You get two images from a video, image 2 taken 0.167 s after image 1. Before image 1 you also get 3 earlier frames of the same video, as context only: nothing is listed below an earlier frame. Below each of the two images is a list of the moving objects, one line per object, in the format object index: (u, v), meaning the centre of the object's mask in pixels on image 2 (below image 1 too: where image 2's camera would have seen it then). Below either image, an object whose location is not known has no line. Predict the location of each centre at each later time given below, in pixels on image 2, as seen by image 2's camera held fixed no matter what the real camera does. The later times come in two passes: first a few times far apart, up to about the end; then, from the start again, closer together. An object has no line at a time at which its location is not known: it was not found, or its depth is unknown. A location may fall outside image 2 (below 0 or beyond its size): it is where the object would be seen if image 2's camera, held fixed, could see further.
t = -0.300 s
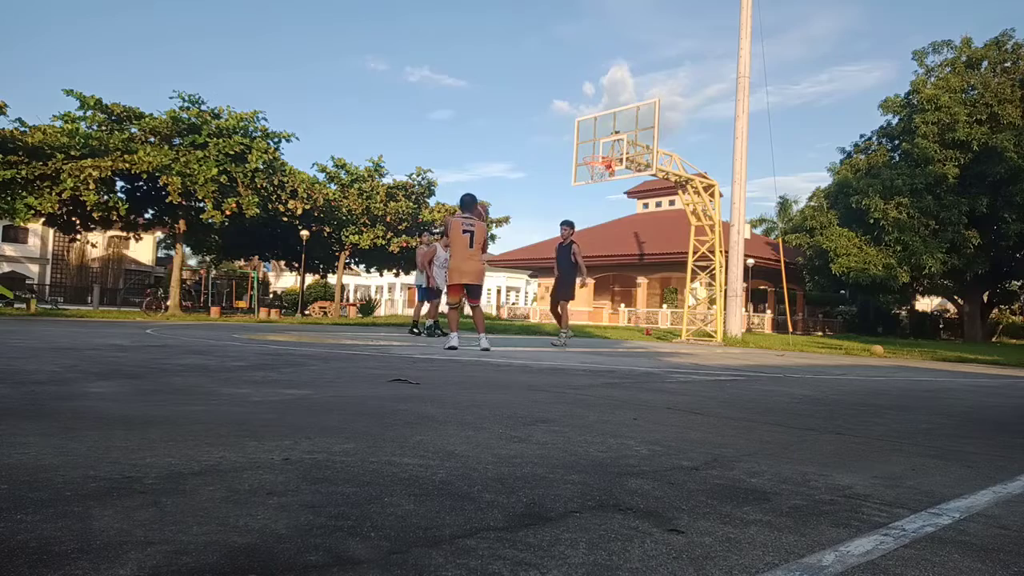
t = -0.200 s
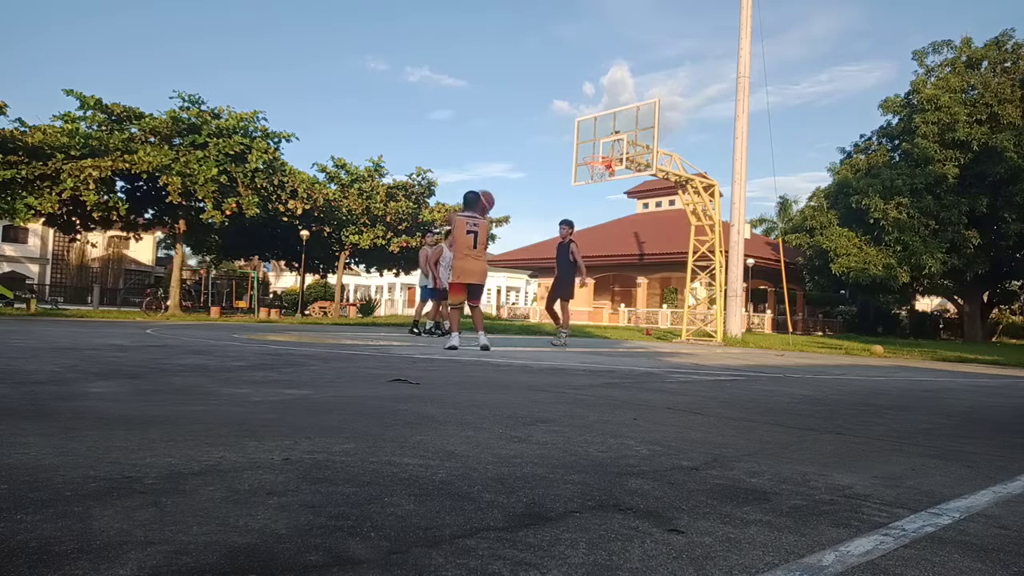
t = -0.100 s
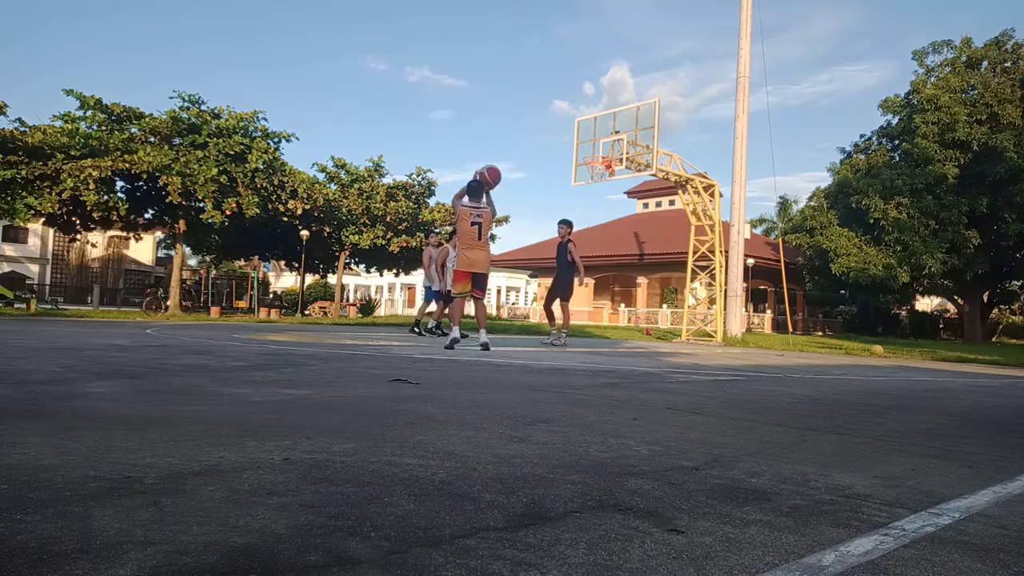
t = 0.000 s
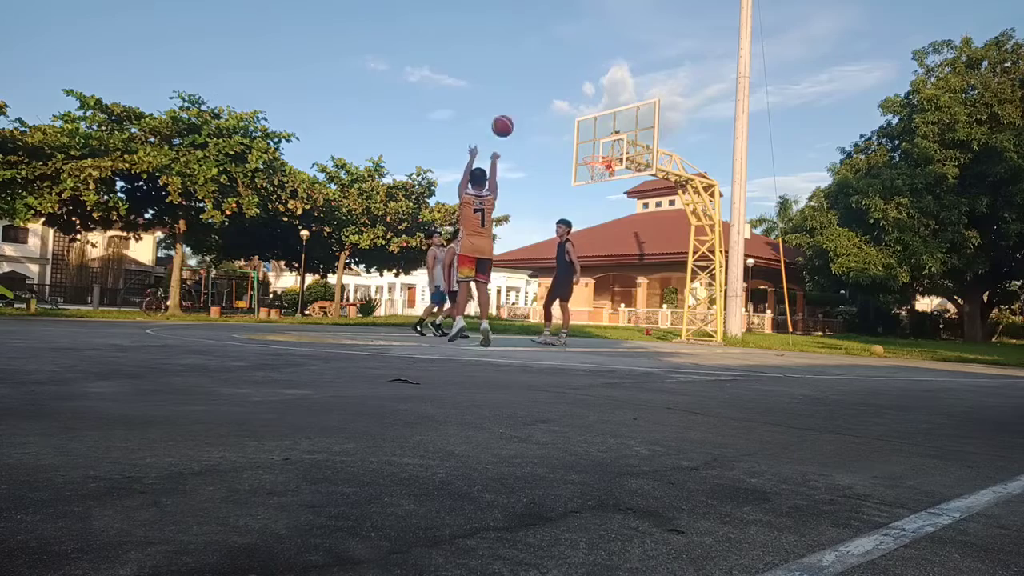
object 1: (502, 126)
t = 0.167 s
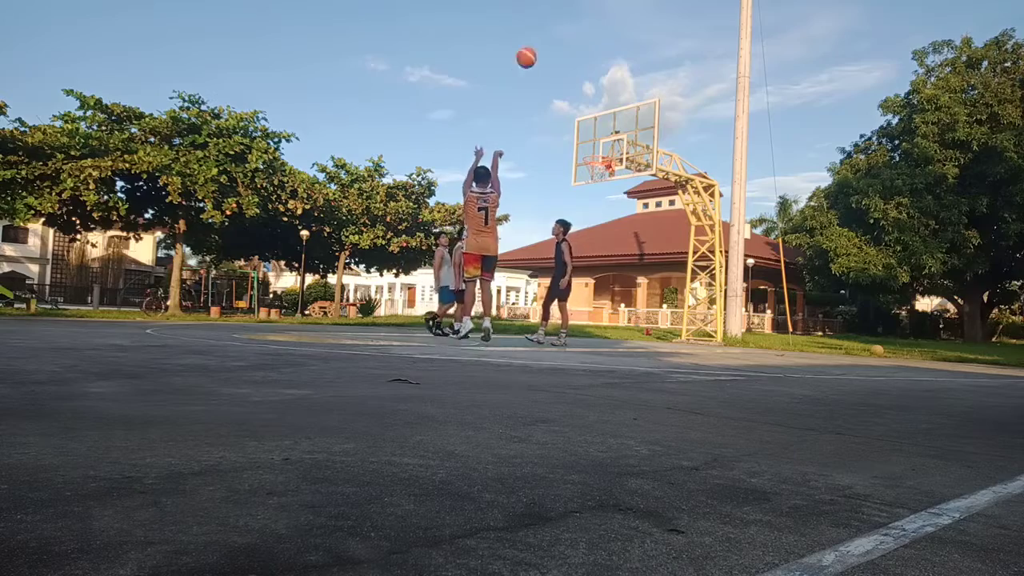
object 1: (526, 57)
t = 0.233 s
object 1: (534, 38)
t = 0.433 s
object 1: (556, 8)
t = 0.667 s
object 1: (576, 10)
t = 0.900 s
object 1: (592, 48)
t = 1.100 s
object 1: (603, 103)
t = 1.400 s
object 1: (610, 129)
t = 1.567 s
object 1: (604, 114)
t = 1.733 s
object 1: (598, 114)
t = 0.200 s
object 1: (530, 47)
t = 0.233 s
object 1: (534, 38)
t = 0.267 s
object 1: (539, 31)
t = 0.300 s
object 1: (542, 24)
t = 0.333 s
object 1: (546, 18)
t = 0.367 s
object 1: (549, 14)
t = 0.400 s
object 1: (553, 10)
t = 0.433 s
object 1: (556, 8)
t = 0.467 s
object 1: (559, 7)
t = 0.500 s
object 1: (562, 6)
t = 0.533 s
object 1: (565, 6)
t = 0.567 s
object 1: (568, 6)
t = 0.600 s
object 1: (571, 7)
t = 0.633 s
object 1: (573, 8)
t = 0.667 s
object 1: (576, 10)
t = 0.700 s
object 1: (578, 15)
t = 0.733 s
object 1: (581, 18)
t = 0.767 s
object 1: (584, 23)
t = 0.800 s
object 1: (586, 28)
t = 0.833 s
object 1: (588, 35)
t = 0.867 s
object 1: (590, 41)
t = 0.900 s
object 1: (592, 48)
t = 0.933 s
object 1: (594, 56)
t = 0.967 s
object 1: (596, 65)
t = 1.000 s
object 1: (598, 73)
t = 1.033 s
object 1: (600, 82)
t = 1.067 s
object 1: (602, 92)
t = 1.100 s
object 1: (603, 103)
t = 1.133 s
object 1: (605, 113)
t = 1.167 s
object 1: (607, 124)
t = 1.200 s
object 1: (608, 136)
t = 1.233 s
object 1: (610, 148)
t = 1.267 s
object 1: (612, 152)
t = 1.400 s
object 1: (610, 129)
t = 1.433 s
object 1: (609, 125)
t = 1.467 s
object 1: (608, 121)
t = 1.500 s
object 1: (607, 118)
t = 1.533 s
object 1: (606, 115)
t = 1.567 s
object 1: (604, 114)
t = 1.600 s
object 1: (603, 112)
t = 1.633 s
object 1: (602, 112)
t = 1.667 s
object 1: (600, 112)
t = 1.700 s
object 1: (599, 113)
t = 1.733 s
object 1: (598, 114)
